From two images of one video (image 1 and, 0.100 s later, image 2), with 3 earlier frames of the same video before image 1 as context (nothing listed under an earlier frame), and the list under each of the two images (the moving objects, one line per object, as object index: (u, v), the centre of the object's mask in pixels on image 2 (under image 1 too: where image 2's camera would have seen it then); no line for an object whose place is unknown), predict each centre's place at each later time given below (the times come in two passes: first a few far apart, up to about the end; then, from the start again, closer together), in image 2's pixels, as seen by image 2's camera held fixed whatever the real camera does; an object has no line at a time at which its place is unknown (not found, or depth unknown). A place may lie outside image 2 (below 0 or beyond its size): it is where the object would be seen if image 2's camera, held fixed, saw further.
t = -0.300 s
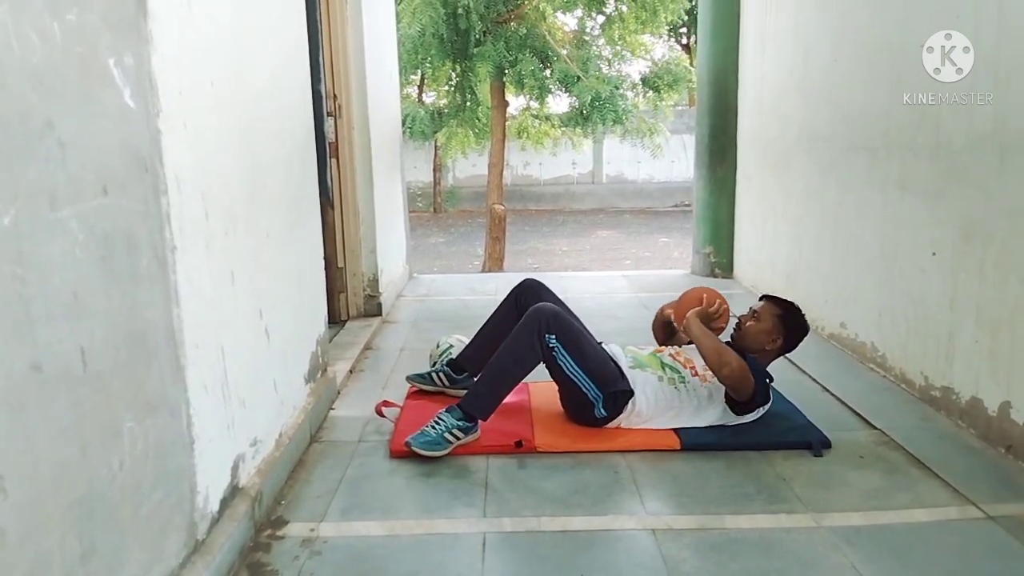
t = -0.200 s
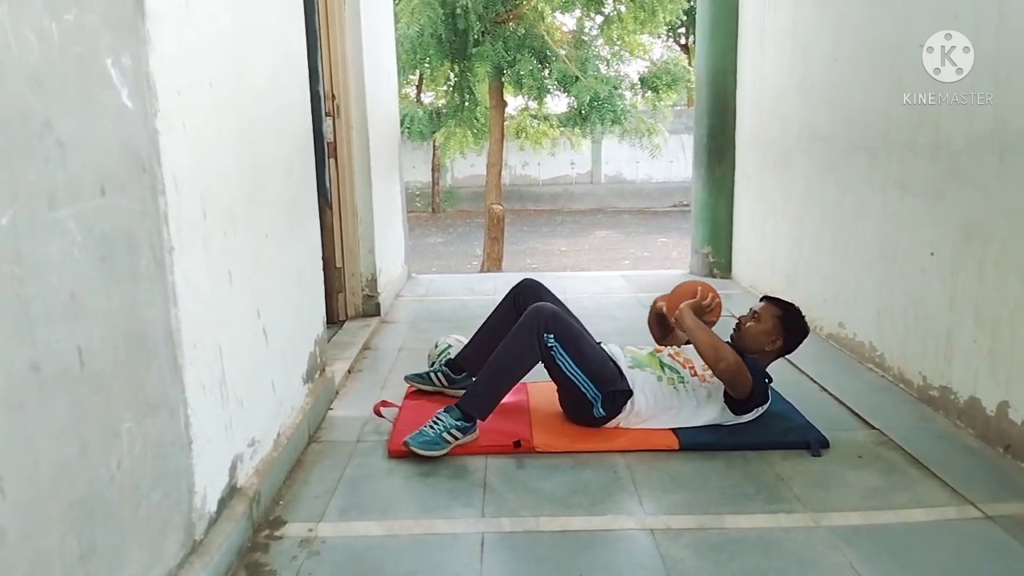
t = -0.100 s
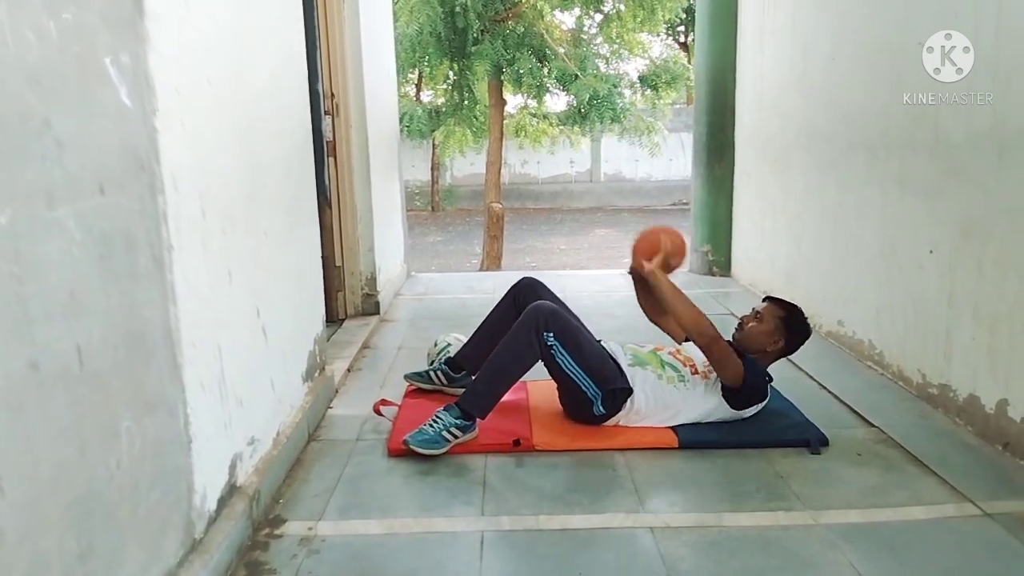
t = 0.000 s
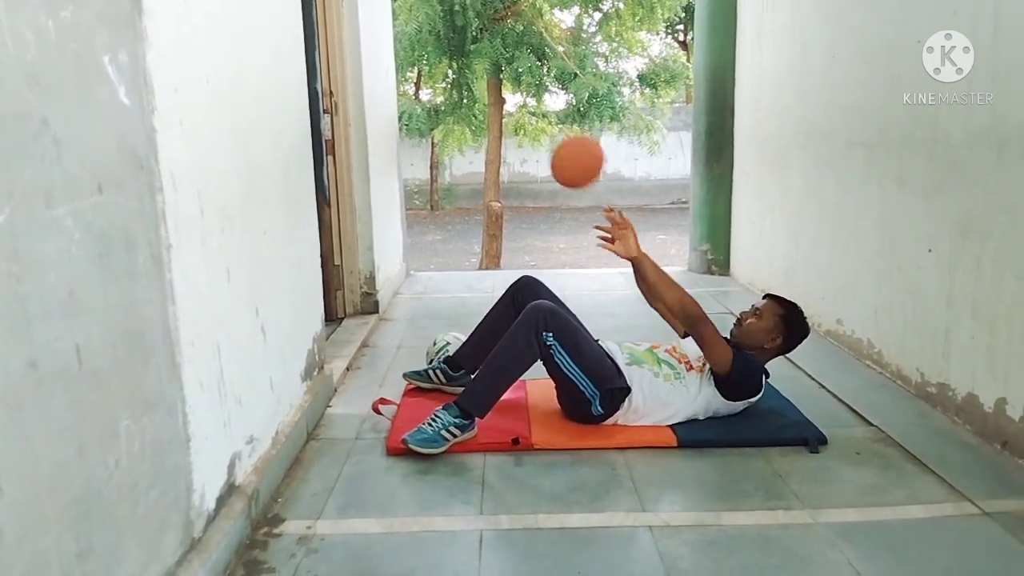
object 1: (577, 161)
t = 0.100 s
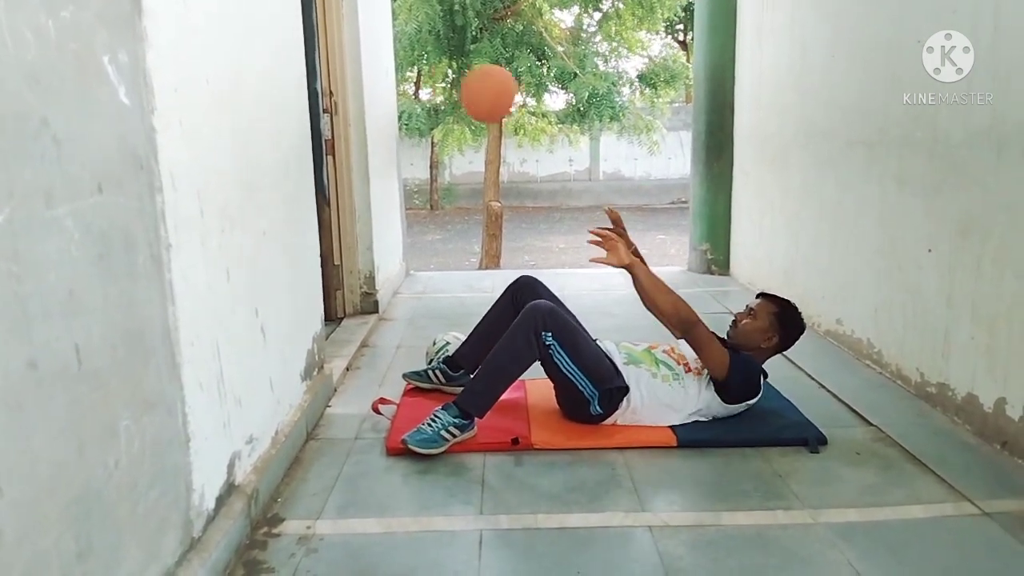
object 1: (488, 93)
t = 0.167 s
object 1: (430, 64)
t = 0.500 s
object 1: (442, 96)
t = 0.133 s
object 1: (459, 77)
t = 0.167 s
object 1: (430, 64)
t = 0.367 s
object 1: (343, 48)
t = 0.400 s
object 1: (368, 55)
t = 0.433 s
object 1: (393, 65)
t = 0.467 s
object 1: (418, 78)
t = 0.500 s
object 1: (442, 96)
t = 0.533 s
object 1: (465, 116)
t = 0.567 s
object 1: (489, 139)
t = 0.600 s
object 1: (512, 166)
